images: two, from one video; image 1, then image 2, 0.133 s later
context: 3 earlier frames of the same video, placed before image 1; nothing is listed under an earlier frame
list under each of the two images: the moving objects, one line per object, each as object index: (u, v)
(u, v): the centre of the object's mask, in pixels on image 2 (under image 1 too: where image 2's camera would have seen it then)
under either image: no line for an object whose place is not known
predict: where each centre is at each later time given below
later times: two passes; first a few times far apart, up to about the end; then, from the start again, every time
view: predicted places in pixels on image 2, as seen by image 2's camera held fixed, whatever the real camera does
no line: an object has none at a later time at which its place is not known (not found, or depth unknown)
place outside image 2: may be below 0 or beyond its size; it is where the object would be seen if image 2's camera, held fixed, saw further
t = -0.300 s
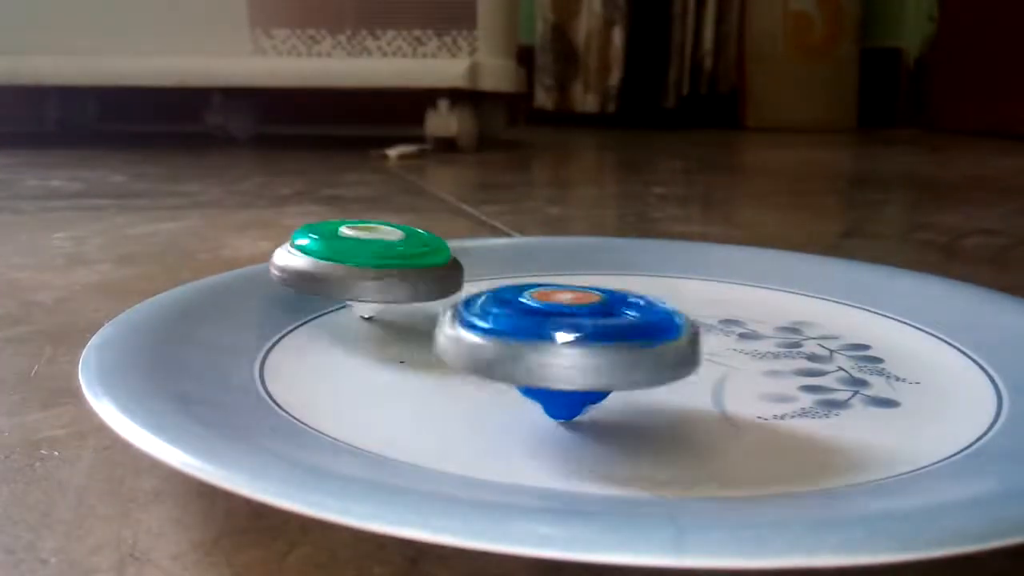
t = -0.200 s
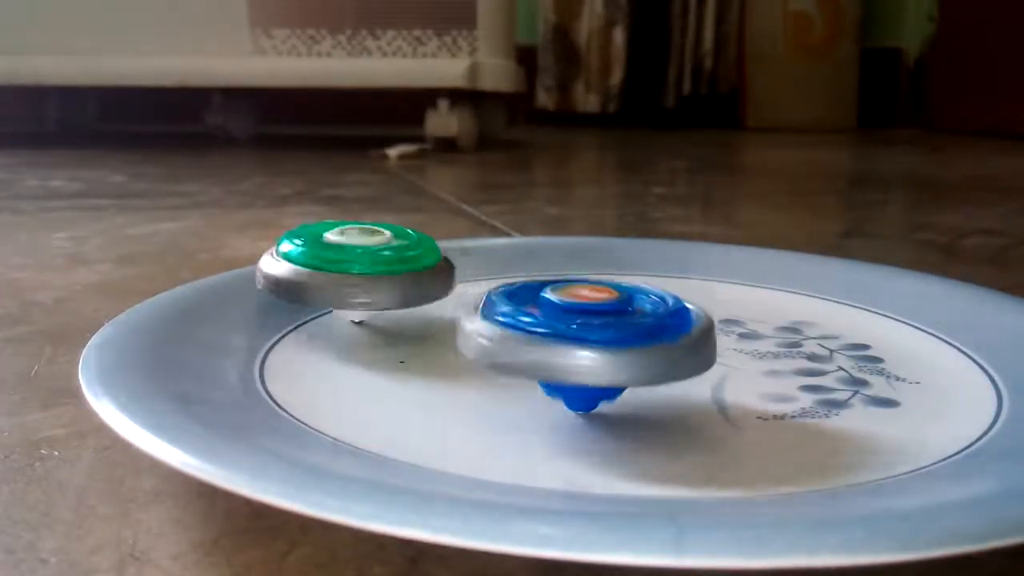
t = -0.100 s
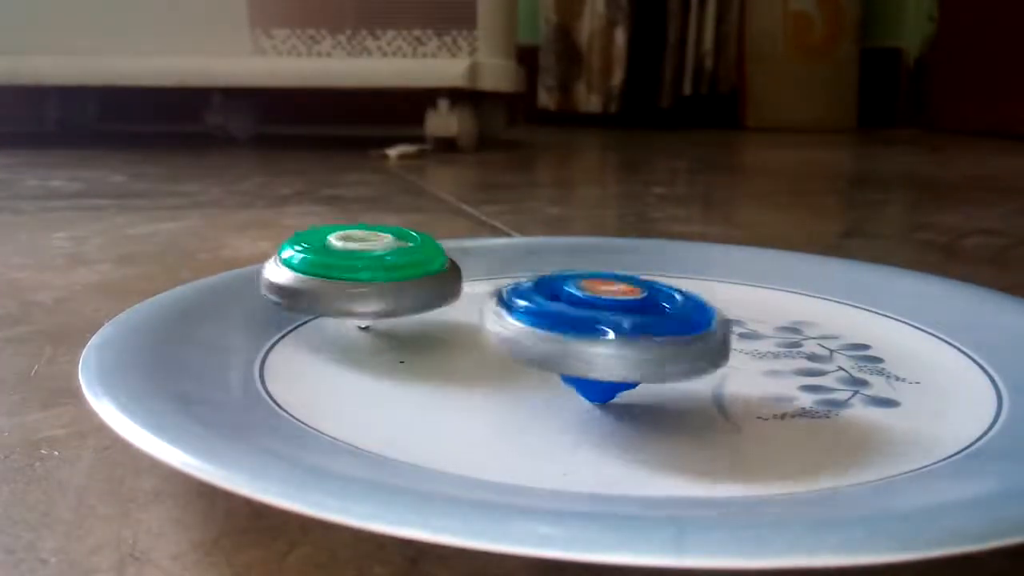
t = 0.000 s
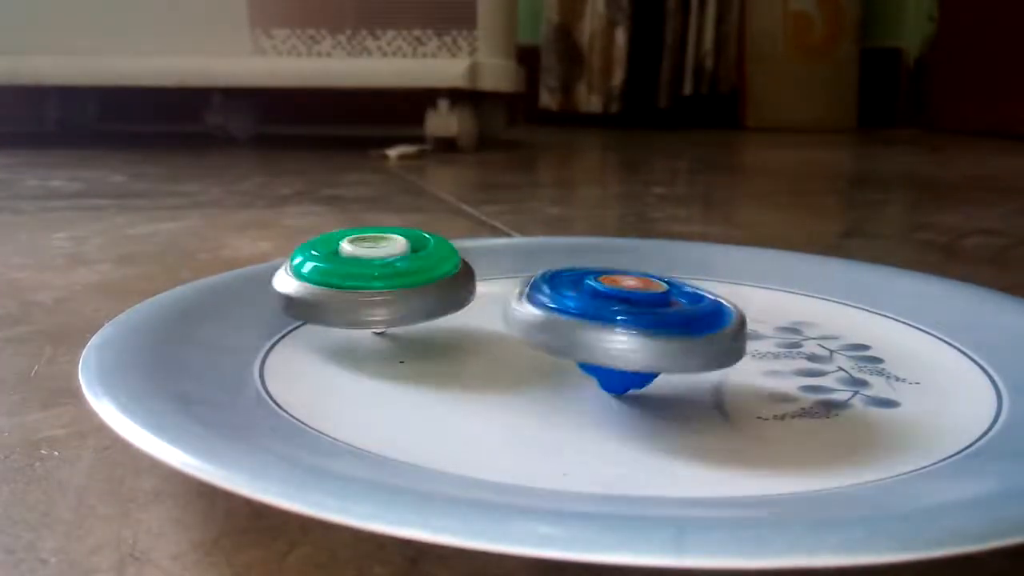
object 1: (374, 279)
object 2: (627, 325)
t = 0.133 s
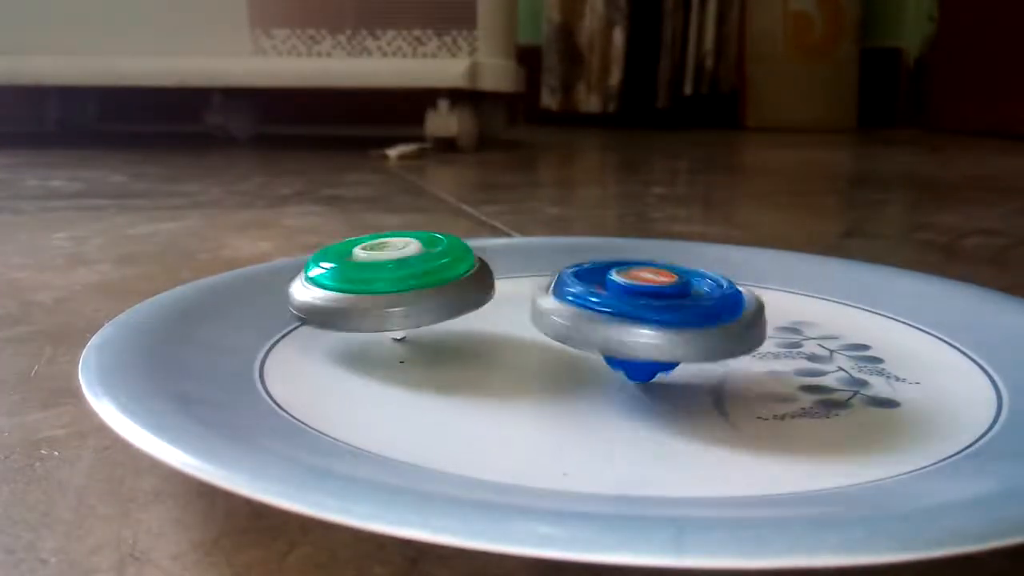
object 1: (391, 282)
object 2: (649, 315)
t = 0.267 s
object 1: (403, 288)
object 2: (676, 307)
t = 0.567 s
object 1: (397, 302)
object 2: (742, 293)
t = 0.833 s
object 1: (356, 312)
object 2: (796, 285)
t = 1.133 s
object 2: (838, 281)
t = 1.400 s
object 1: (416, 329)
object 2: (813, 277)
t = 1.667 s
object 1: (483, 334)
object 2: (757, 281)
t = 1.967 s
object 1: (544, 347)
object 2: (685, 278)
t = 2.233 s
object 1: (567, 365)
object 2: (605, 269)
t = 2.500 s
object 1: (585, 375)
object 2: (538, 265)
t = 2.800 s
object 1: (608, 360)
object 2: (499, 259)
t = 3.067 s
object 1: (653, 351)
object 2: (488, 254)
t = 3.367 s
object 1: (729, 348)
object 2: (493, 255)
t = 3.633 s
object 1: (795, 353)
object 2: (525, 260)
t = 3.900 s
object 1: (842, 359)
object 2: (560, 269)
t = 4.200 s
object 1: (817, 348)
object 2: (591, 285)
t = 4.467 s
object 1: (864, 353)
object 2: (564, 290)
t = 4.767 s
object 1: (886, 346)
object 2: (507, 282)
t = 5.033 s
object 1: (870, 332)
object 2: (491, 273)
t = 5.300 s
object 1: (864, 318)
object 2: (501, 267)
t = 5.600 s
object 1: (885, 307)
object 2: (537, 267)
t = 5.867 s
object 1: (879, 295)
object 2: (575, 271)
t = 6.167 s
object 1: (832, 283)
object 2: (614, 281)
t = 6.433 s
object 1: (802, 276)
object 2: (596, 289)
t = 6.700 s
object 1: (790, 269)
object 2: (560, 296)
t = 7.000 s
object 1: (769, 260)
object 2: (516, 297)
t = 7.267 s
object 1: (735, 261)
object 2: (490, 296)
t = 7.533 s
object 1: (698, 260)
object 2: (498, 295)
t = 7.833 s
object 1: (677, 253)
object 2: (533, 294)
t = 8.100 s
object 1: (664, 242)
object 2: (573, 293)
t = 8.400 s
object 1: (630, 237)
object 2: (627, 296)
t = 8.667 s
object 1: (586, 241)
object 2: (663, 301)
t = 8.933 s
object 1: (564, 247)
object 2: (689, 307)
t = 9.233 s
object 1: (548, 249)
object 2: (697, 310)
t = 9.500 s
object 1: (534, 254)
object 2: (686, 308)
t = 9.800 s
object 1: (513, 254)
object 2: (660, 303)
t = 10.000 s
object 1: (494, 255)
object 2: (644, 298)
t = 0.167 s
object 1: (395, 284)
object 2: (657, 313)
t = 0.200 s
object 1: (397, 286)
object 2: (662, 310)
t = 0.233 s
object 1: (400, 287)
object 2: (669, 309)
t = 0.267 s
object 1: (403, 288)
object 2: (676, 307)
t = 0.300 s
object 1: (403, 291)
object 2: (683, 305)
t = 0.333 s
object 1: (405, 290)
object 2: (691, 303)
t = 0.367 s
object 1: (406, 293)
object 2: (696, 301)
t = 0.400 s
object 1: (405, 294)
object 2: (704, 300)
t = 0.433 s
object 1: (405, 295)
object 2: (712, 298)
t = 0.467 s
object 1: (403, 297)
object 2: (719, 297)
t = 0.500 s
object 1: (402, 299)
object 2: (726, 296)
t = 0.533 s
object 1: (399, 300)
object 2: (733, 293)
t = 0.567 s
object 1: (397, 302)
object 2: (742, 293)
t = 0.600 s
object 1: (392, 303)
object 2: (748, 291)
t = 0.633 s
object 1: (390, 304)
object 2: (756, 290)
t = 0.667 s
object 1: (383, 306)
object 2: (764, 290)
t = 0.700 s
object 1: (380, 306)
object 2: (769, 289)
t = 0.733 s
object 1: (374, 309)
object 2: (778, 288)
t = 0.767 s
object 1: (368, 309)
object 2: (782, 286)
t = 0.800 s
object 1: (363, 311)
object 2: (789, 286)
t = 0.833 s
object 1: (356, 312)
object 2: (796, 285)
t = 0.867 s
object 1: (351, 313)
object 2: (801, 285)
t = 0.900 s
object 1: (346, 314)
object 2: (808, 285)
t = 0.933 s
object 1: (341, 316)
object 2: (812, 283)
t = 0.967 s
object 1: (337, 317)
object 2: (818, 283)
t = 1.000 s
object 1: (338, 319)
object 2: (824, 282)
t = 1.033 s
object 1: (337, 321)
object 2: (826, 282)
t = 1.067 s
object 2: (831, 282)
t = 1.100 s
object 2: (832, 281)
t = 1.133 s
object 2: (838, 281)
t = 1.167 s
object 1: (361, 327)
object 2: (836, 279)
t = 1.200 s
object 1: (368, 325)
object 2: (836, 279)
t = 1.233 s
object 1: (376, 327)
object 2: (834, 278)
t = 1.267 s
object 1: (380, 327)
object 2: (831, 278)
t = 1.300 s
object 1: (392, 326)
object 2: (828, 278)
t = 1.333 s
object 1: (397, 329)
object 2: (820, 277)
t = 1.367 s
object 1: (405, 326)
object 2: (818, 278)
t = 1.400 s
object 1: (416, 329)
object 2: (813, 277)
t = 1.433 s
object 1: (422, 329)
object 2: (804, 278)
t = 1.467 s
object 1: (432, 329)
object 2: (800, 279)
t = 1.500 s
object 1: (441, 330)
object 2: (792, 280)
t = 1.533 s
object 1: (449, 331)
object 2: (787, 280)
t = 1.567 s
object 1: (458, 331)
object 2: (778, 279)
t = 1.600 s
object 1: (468, 333)
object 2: (772, 280)
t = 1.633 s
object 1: (475, 335)
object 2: (766, 280)
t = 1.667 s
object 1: (483, 334)
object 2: (757, 281)
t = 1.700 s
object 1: (493, 337)
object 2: (749, 282)
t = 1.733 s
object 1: (498, 338)
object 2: (739, 282)
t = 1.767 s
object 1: (508, 339)
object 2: (734, 283)
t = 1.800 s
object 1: (514, 341)
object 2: (724, 282)
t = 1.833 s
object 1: (521, 342)
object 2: (717, 283)
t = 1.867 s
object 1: (527, 343)
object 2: (709, 283)
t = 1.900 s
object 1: (534, 345)
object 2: (702, 282)
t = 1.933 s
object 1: (538, 347)
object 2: (693, 281)
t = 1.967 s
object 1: (544, 347)
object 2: (685, 278)
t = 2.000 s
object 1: (549, 351)
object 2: (679, 276)
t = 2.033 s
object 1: (552, 352)
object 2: (668, 273)
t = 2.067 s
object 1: (557, 354)
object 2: (657, 273)
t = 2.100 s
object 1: (559, 356)
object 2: (645, 271)
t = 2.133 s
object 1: (563, 359)
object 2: (636, 271)
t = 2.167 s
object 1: (564, 361)
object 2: (623, 270)
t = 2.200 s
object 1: (567, 363)
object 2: (611, 270)
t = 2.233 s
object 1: (567, 365)
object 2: (605, 269)
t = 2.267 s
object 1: (568, 367)
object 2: (593, 269)
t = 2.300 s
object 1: (571, 370)
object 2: (584, 268)
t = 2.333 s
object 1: (571, 371)
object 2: (576, 268)
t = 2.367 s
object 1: (574, 374)
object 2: (568, 268)
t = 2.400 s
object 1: (576, 372)
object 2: (560, 268)
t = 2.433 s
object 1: (578, 375)
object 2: (551, 266)
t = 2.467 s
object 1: (582, 375)
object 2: (547, 267)
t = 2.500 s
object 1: (585, 375)
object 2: (538, 265)
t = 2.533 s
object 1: (589, 374)
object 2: (533, 264)
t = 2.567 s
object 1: (591, 372)
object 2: (527, 264)
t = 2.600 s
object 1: (594, 372)
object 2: (521, 263)
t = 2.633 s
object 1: (594, 369)
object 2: (517, 262)
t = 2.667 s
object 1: (599, 367)
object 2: (512, 262)
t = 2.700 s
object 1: (599, 366)
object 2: (509, 261)
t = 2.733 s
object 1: (603, 362)
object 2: (504, 260)
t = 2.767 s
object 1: (607, 364)
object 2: (502, 259)
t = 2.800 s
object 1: (608, 360)
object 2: (499, 259)
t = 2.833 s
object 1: (614, 358)
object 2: (496, 258)
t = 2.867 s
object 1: (617, 358)
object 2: (495, 258)
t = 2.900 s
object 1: (625, 355)
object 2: (493, 257)
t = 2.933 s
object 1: (629, 355)
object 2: (492, 256)
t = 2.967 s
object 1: (634, 354)
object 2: (490, 256)
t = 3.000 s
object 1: (641, 353)
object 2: (491, 255)
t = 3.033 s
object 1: (647, 351)
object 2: (487, 254)
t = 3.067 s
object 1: (653, 351)
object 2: (488, 254)
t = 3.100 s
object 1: (659, 349)
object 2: (486, 253)
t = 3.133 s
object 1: (668, 348)
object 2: (485, 252)
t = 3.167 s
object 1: (674, 348)
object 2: (484, 252)
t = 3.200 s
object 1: (683, 347)
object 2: (483, 253)
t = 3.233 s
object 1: (695, 349)
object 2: (483, 253)
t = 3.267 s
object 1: (700, 347)
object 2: (484, 254)
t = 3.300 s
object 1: (710, 347)
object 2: (486, 254)
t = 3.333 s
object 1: (718, 347)
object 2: (488, 254)
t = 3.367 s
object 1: (729, 348)
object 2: (493, 255)
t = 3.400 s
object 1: (736, 348)
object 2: (495, 255)
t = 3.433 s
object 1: (746, 348)
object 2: (499, 256)
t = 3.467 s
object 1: (754, 349)
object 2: (504, 256)
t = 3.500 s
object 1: (762, 349)
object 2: (507, 256)
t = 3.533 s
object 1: (773, 350)
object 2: (513, 257)
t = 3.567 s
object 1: (778, 350)
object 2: (517, 258)
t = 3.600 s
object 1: (788, 351)
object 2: (522, 259)
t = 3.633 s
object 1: (795, 353)
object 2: (525, 260)
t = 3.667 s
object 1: (802, 353)
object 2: (531, 261)
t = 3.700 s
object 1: (810, 354)
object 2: (533, 262)
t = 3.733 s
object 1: (816, 355)
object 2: (539, 263)
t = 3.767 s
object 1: (822, 356)
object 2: (542, 263)
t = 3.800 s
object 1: (828, 357)
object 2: (547, 266)
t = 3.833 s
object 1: (836, 358)
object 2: (552, 266)
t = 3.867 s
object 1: (838, 358)
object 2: (555, 268)
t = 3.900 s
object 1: (842, 359)
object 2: (560, 269)
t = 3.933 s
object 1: (846, 359)
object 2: (563, 272)
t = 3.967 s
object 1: (847, 359)
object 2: (568, 272)
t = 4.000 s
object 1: (845, 358)
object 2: (571, 275)
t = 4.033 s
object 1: (842, 356)
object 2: (577, 277)
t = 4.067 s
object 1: (840, 355)
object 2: (578, 278)
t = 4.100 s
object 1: (835, 353)
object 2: (583, 280)
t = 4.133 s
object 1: (829, 351)
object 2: (583, 281)
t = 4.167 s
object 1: (826, 351)
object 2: (589, 284)
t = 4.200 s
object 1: (817, 348)
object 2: (591, 285)
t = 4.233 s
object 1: (816, 347)
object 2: (594, 288)
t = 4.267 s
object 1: (808, 346)
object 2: (595, 290)
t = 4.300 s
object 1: (806, 343)
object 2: (595, 292)
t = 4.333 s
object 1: (802, 343)
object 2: (596, 293)
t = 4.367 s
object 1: (832, 352)
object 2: (588, 292)
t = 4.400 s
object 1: (853, 354)
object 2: (579, 292)
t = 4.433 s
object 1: (855, 356)
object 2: (569, 291)
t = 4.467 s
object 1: (864, 353)
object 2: (564, 290)
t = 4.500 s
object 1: (872, 355)
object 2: (553, 289)
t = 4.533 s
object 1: (873, 353)
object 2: (549, 289)
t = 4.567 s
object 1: (882, 353)
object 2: (539, 288)
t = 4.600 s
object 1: (879, 353)
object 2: (535, 287)
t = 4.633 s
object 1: (883, 349)
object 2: (527, 286)
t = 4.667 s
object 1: (886, 350)
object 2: (524, 285)
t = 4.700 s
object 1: (885, 348)
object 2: (516, 284)
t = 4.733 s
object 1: (888, 346)
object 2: (515, 283)
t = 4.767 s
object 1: (886, 346)
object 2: (507, 282)
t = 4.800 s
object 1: (883, 342)
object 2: (507, 281)
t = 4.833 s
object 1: (885, 343)
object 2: (501, 279)
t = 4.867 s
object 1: (880, 341)
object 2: (501, 279)
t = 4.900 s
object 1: (879, 338)
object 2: (496, 278)
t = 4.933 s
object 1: (878, 337)
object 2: (497, 277)
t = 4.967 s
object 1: (873, 336)
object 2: (492, 275)
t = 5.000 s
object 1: (872, 333)
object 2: (495, 275)
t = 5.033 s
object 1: (870, 332)
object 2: (491, 273)
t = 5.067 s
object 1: (869, 331)
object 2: (494, 273)
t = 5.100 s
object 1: (867, 326)
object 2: (491, 272)
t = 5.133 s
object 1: (866, 324)
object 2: (495, 271)
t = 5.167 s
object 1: (866, 325)
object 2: (493, 270)
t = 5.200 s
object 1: (863, 323)
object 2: (497, 270)
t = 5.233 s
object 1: (865, 320)
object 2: (497, 269)
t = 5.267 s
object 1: (866, 321)
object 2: (501, 268)
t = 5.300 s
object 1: (864, 318)
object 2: (501, 267)
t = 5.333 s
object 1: (868, 317)
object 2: (506, 268)
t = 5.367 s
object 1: (867, 317)
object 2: (507, 266)
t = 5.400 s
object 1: (869, 314)
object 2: (512, 267)
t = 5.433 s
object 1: (873, 313)
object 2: (513, 266)
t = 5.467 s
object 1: (875, 311)
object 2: (520, 267)
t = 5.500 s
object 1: (878, 309)
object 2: (521, 266)
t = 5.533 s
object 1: (880, 309)
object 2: (527, 267)
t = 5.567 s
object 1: (881, 308)
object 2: (530, 266)
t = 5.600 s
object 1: (885, 307)
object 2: (537, 267)
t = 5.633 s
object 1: (885, 304)
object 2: (539, 266)
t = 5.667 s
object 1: (889, 304)
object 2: (547, 267)
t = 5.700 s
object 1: (889, 303)
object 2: (548, 267)
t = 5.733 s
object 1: (887, 300)
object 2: (555, 268)
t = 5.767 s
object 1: (888, 299)
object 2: (557, 268)
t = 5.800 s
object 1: (884, 297)
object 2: (565, 269)
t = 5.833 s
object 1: (882, 293)
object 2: (567, 270)
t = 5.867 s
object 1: (879, 295)
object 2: (575, 271)
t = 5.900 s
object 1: (872, 294)
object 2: (577, 271)
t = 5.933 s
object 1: (870, 292)
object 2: (584, 272)
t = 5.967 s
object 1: (865, 290)
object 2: (587, 273)
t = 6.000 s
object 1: (857, 287)
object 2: (594, 274)
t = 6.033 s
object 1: (854, 286)
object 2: (596, 275)
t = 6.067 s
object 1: (848, 286)
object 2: (603, 277)
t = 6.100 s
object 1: (842, 285)
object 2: (605, 278)
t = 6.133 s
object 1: (838, 284)
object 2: (611, 279)
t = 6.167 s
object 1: (832, 283)
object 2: (614, 281)
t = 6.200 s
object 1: (827, 282)
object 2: (617, 282)
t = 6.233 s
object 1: (828, 280)
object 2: (616, 283)
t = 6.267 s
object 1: (824, 282)
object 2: (613, 284)
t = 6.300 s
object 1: (818, 281)
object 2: (610, 286)
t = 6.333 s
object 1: (812, 277)
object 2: (608, 286)
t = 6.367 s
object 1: (813, 277)
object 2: (604, 288)
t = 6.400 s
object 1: (808, 280)
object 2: (601, 288)
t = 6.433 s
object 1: (802, 276)
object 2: (596, 289)
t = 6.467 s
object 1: (800, 274)
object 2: (593, 290)
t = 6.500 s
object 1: (799, 276)
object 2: (587, 291)
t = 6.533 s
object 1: (794, 274)
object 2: (584, 291)
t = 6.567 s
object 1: (793, 271)
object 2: (578, 292)
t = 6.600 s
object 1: (794, 272)
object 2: (573, 293)
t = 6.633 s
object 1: (791, 272)
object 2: (570, 294)
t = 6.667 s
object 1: (789, 269)
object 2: (564, 294)
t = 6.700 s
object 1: (790, 269)
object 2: (560, 296)
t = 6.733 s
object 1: (789, 269)
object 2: (554, 296)
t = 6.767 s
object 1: (786, 267)
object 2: (552, 297)
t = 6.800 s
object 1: (785, 264)
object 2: (542, 297)
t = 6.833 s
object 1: (783, 266)
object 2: (542, 298)
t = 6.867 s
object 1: (777, 264)
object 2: (532, 297)
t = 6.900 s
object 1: (778, 262)
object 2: (531, 298)
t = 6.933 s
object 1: (776, 265)
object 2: (524, 298)
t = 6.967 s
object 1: (768, 262)
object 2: (522, 298)
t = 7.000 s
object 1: (769, 260)
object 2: (516, 297)
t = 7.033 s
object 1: (766, 264)
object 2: (513, 298)
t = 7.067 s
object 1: (758, 261)
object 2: (508, 297)
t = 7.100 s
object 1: (759, 259)
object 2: (505, 297)
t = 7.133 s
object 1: (756, 262)
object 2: (501, 297)
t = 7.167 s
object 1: (747, 260)
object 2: (500, 296)
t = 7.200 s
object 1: (746, 259)
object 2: (495, 296)
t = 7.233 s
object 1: (744, 260)
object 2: (494, 296)
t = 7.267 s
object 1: (735, 261)
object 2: (490, 296)
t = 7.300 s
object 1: (730, 258)
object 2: (490, 296)
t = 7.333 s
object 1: (729, 258)
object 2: (490, 296)
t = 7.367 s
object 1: (724, 260)
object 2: (488, 295)
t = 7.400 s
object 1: (717, 259)
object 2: (491, 296)
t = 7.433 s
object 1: (715, 256)
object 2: (489, 296)
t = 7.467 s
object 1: (712, 259)
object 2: (493, 296)
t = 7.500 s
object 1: (704, 260)
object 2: (492, 295)
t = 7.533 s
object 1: (698, 260)
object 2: (498, 295)
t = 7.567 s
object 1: (699, 261)
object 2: (498, 295)
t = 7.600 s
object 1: (694, 258)
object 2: (503, 295)
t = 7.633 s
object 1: (687, 258)
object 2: (505, 294)
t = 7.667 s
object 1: (686, 254)
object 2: (511, 294)
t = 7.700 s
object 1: (684, 259)
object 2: (512, 294)
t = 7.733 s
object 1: (681, 255)
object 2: (518, 293)
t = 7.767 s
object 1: (677, 255)
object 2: (521, 294)
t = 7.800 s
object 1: (678, 252)
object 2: (525, 292)
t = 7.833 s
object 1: (677, 253)
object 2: (533, 294)
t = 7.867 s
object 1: (675, 250)
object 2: (534, 292)
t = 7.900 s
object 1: (672, 249)
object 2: (542, 293)
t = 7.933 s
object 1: (673, 249)
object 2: (544, 293)
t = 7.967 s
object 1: (669, 247)
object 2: (550, 293)
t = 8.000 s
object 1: (670, 245)
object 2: (556, 293)
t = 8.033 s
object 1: (669, 248)
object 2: (562, 293)
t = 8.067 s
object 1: (668, 243)
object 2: (567, 293)
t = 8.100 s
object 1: (664, 242)
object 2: (573, 293)
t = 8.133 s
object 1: (666, 244)
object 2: (578, 294)
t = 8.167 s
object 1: (661, 239)
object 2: (584, 293)
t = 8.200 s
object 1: (661, 240)
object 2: (592, 295)
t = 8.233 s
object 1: (658, 240)
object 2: (594, 294)
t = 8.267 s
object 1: (653, 237)
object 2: (603, 295)
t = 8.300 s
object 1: (650, 237)
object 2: (607, 295)
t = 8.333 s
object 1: (645, 238)
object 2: (617, 296)
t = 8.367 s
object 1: (635, 235)
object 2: (621, 297)
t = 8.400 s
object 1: (630, 237)
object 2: (627, 296)
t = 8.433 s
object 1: (624, 236)
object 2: (632, 297)
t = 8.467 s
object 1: (614, 237)
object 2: (637, 297)
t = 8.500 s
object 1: (610, 238)
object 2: (643, 298)
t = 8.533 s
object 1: (605, 240)
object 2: (646, 297)
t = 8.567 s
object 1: (599, 239)
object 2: (654, 299)
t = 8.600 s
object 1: (593, 242)
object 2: (656, 299)
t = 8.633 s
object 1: (590, 243)
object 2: (663, 301)
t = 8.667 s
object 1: (586, 241)
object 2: (663, 301)
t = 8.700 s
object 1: (585, 242)
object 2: (669, 302)
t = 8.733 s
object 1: (579, 245)
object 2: (673, 302)
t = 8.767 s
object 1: (579, 243)
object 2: (675, 303)
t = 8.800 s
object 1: (576, 243)
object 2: (677, 303)
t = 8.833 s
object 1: (573, 246)
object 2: (679, 304)
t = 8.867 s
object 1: (569, 245)
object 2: (684, 304)
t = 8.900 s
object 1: (571, 244)
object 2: (684, 305)
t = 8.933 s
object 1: (564, 247)
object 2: (689, 307)
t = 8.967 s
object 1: (565, 248)
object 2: (689, 306)
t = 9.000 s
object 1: (560, 248)
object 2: (692, 307)
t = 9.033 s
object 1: (560, 248)
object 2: (691, 308)
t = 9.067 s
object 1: (556, 249)
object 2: (693, 308)
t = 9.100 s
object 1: (555, 249)
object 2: (693, 309)
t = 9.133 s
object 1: (553, 249)
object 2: (693, 308)
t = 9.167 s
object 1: (551, 250)
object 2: (698, 310)
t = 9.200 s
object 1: (551, 250)
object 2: (697, 309)
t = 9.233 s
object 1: (548, 249)
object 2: (697, 310)
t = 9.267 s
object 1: (546, 250)
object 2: (696, 309)
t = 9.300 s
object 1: (546, 251)
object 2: (697, 311)
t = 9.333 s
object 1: (547, 251)
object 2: (692, 310)
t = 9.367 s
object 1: (543, 250)
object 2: (695, 310)
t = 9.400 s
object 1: (541, 252)
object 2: (691, 309)
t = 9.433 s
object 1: (543, 251)
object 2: (694, 309)
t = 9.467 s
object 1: (539, 252)
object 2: (689, 309)
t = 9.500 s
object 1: (534, 254)
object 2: (686, 308)
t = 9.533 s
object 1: (535, 253)
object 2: (687, 309)
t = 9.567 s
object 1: (535, 252)
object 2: (681, 307)
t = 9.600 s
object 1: (528, 253)
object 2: (680, 308)
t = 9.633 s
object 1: (527, 254)
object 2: (678, 307)
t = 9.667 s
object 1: (526, 253)
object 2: (672, 306)
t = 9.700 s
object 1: (521, 254)
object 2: (670, 306)
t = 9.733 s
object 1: (518, 255)
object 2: (669, 304)
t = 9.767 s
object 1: (516, 254)
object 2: (665, 304)
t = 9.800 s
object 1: (513, 254)
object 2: (660, 303)
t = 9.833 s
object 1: (507, 255)
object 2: (659, 304)
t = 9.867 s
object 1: (507, 255)
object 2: (654, 302)
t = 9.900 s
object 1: (503, 255)
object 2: (653, 301)
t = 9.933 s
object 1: (499, 255)
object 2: (649, 300)
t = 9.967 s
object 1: (497, 255)
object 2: (648, 299)
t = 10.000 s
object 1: (494, 255)
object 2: (644, 298)
